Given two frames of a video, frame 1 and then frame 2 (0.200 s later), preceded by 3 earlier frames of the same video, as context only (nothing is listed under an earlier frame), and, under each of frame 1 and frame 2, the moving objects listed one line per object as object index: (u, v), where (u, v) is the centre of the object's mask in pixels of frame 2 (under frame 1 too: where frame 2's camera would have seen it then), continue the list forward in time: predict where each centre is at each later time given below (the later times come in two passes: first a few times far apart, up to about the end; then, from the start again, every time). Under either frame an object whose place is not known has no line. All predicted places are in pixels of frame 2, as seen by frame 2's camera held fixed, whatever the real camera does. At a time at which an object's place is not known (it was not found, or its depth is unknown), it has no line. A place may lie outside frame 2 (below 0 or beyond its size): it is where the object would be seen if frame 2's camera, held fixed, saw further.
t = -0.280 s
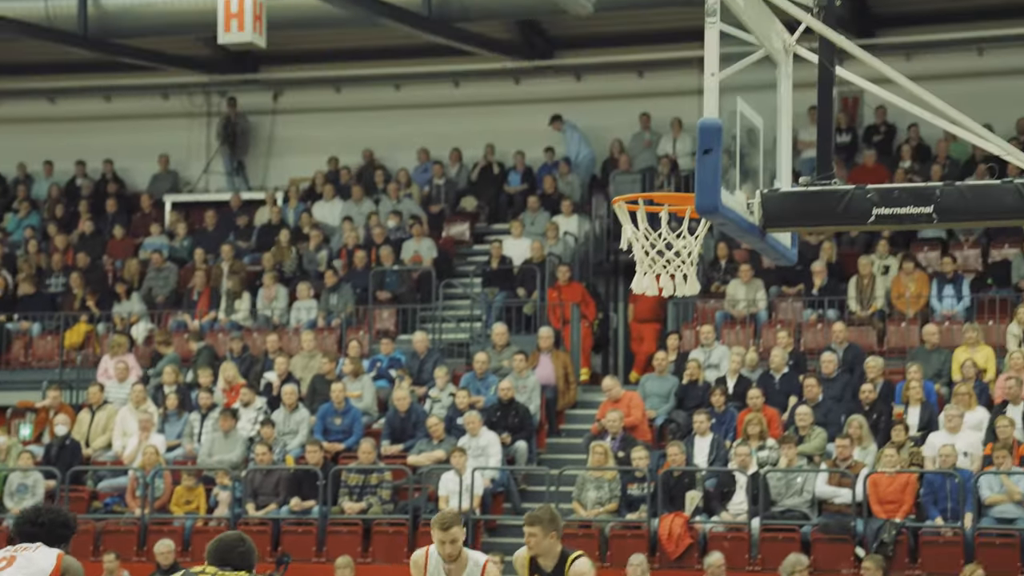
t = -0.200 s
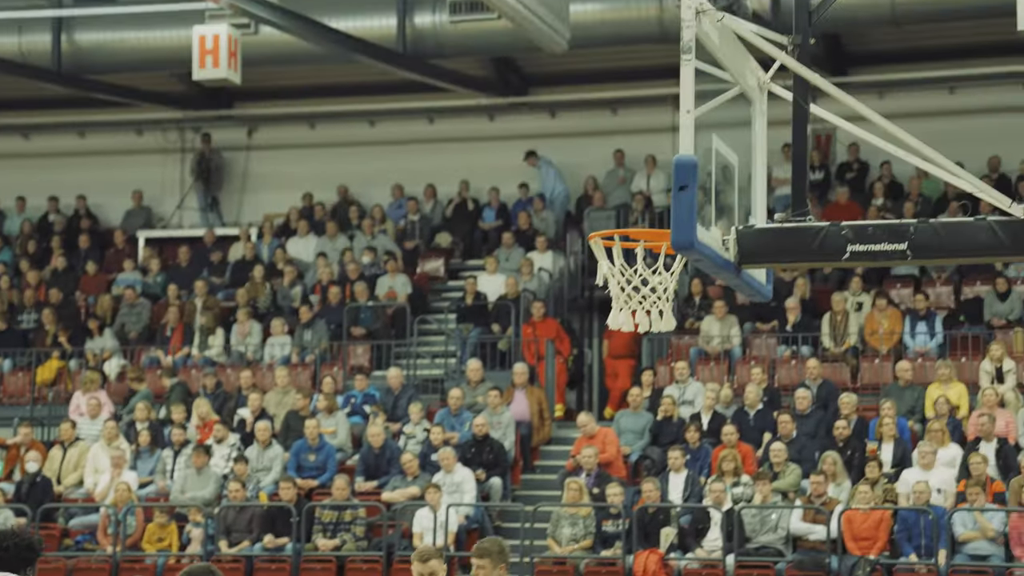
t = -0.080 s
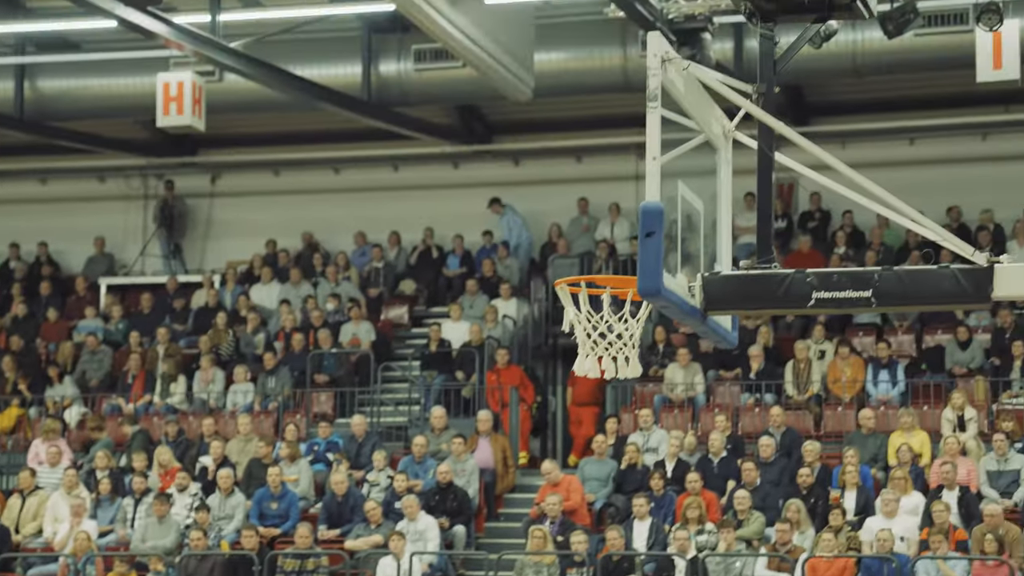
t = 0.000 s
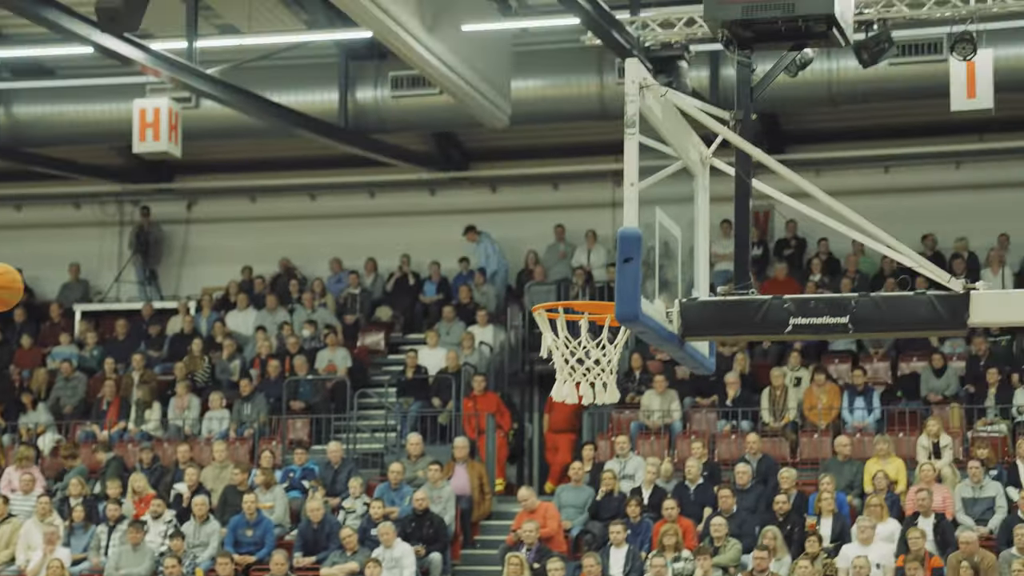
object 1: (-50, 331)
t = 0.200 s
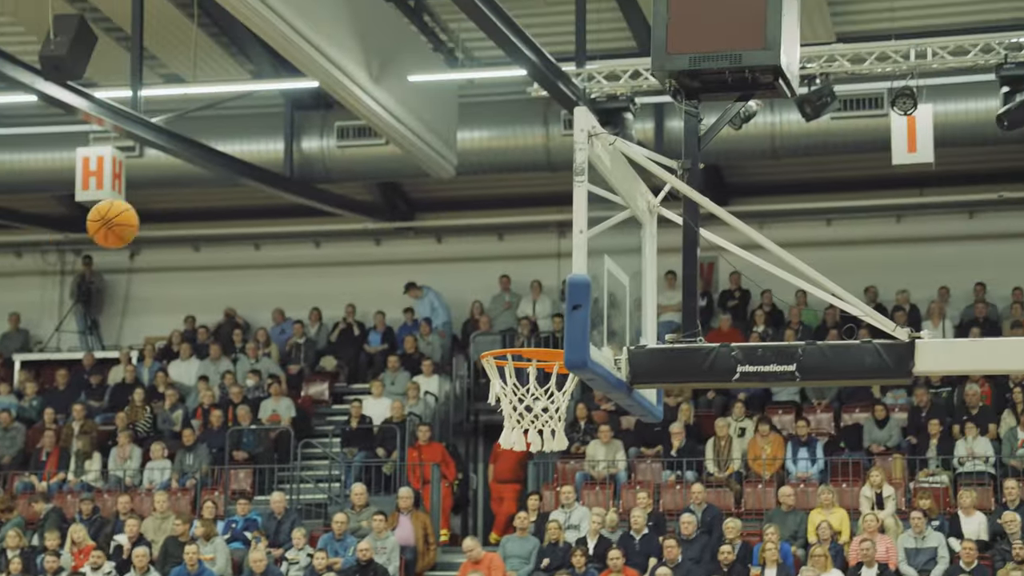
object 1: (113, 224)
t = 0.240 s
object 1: (147, 211)
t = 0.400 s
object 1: (284, 190)
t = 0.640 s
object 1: (490, 253)
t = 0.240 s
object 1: (147, 211)
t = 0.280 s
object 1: (182, 201)
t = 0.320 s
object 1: (216, 194)
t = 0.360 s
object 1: (250, 191)
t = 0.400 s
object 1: (284, 190)
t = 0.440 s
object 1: (318, 192)
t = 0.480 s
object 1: (352, 198)
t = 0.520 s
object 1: (387, 206)
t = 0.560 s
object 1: (421, 218)
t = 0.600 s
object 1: (455, 233)
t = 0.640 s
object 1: (490, 253)
